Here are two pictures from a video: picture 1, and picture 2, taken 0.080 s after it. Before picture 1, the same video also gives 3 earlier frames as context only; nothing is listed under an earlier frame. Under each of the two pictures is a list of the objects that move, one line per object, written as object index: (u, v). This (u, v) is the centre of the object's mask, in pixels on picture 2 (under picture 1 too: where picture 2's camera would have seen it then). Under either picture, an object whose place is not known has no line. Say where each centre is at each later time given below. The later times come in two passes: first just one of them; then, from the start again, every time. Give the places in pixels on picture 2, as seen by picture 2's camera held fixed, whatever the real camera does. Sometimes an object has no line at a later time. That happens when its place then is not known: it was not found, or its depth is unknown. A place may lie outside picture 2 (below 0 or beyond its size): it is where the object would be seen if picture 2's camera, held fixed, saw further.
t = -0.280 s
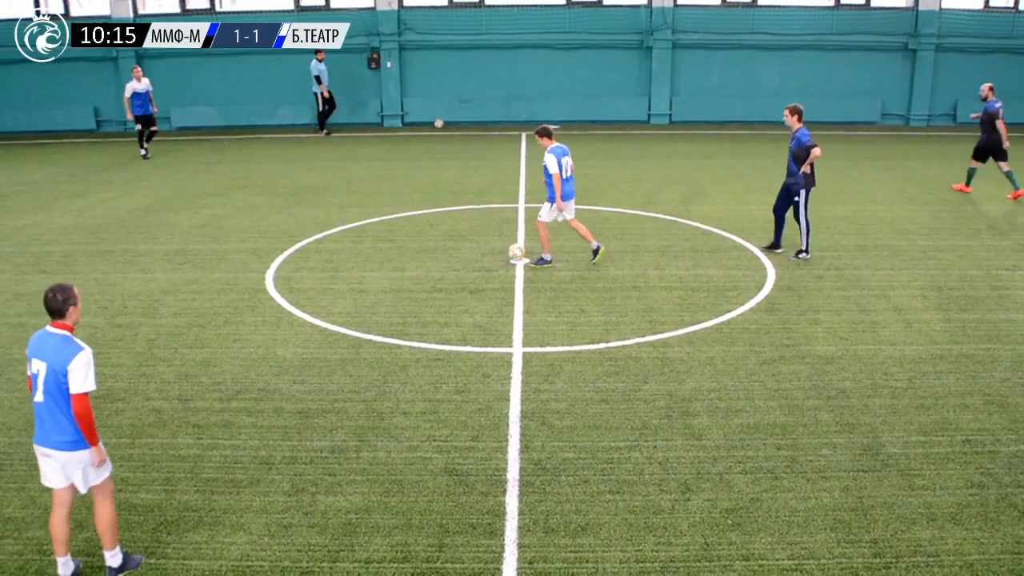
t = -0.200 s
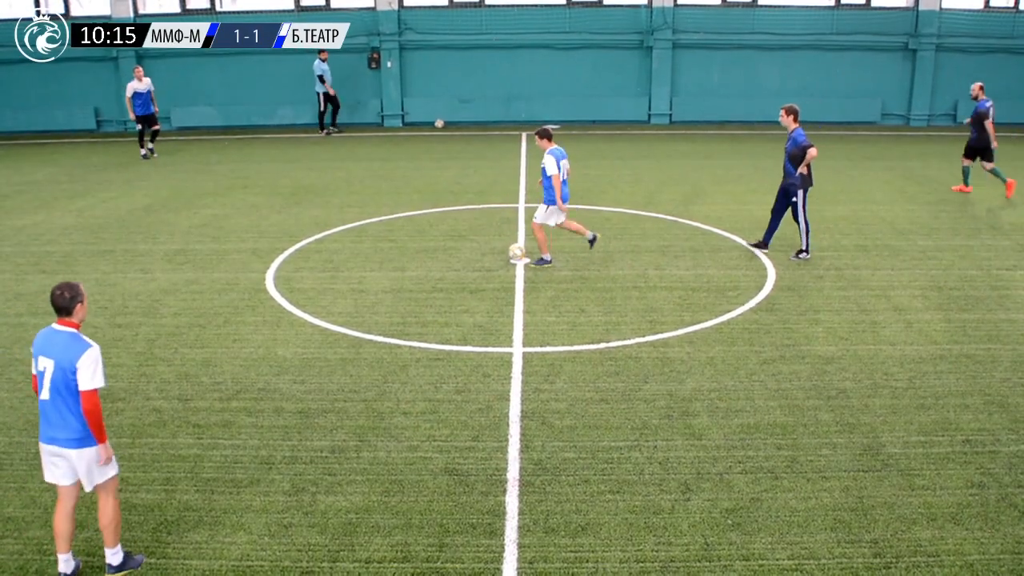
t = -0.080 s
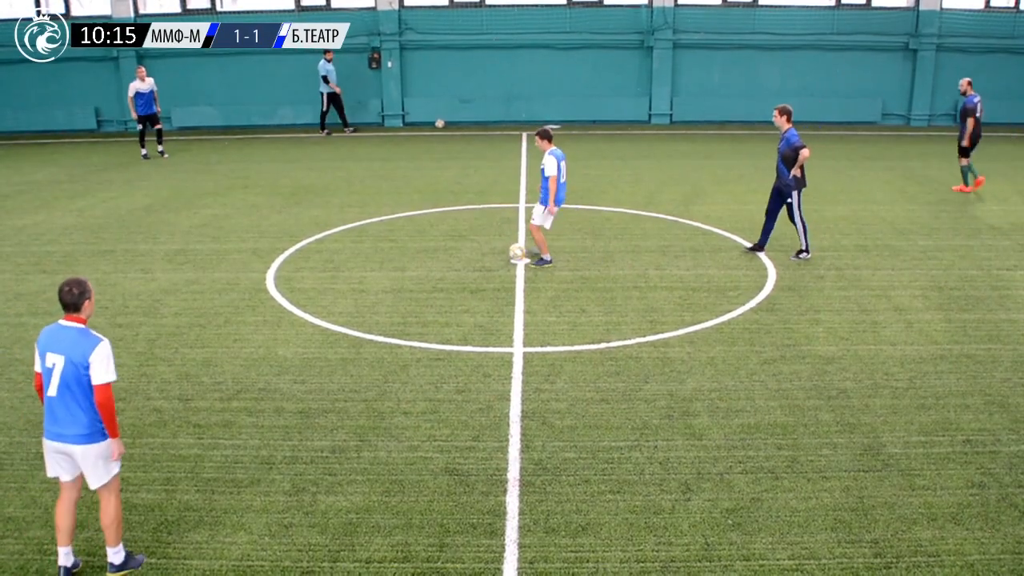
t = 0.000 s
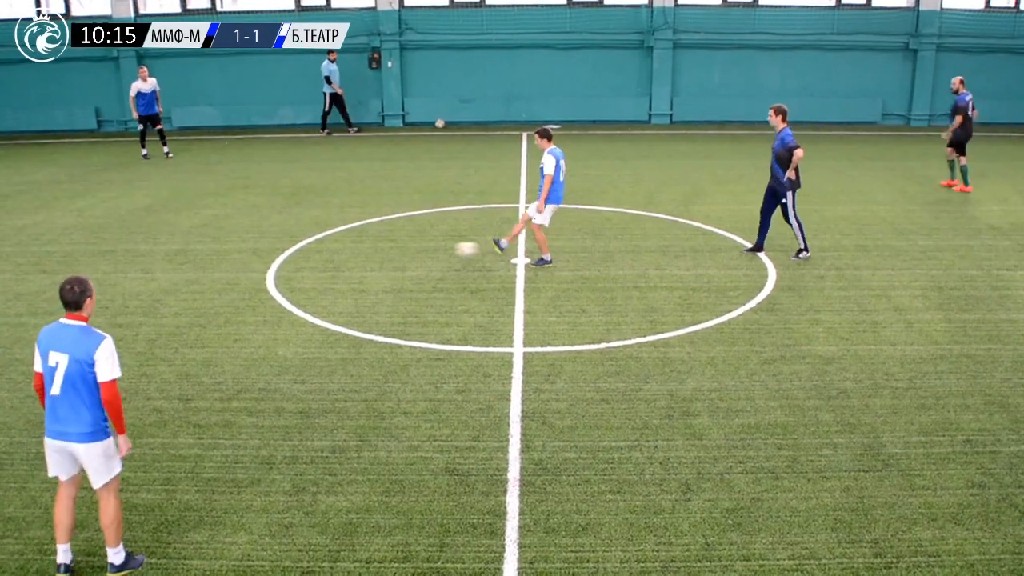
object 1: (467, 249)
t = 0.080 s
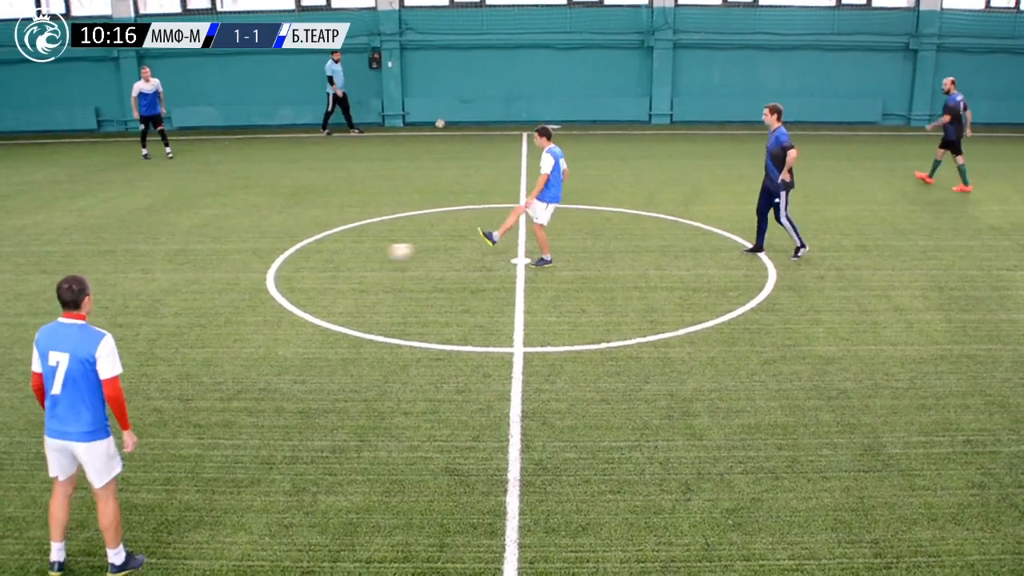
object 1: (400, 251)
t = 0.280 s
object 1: (231, 281)
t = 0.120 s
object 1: (367, 254)
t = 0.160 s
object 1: (333, 259)
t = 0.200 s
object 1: (299, 263)
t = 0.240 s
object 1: (263, 272)
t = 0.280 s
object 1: (231, 281)
